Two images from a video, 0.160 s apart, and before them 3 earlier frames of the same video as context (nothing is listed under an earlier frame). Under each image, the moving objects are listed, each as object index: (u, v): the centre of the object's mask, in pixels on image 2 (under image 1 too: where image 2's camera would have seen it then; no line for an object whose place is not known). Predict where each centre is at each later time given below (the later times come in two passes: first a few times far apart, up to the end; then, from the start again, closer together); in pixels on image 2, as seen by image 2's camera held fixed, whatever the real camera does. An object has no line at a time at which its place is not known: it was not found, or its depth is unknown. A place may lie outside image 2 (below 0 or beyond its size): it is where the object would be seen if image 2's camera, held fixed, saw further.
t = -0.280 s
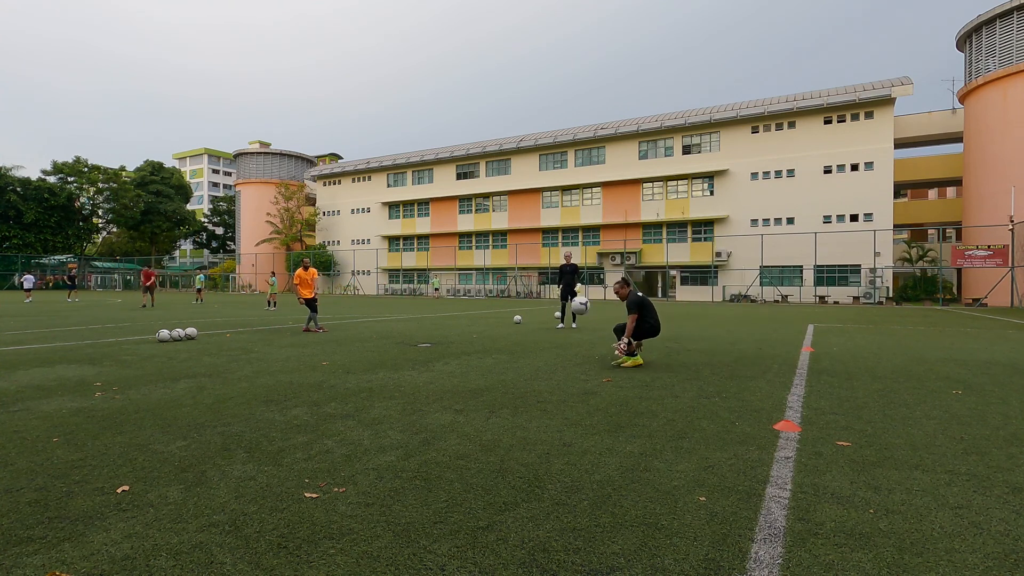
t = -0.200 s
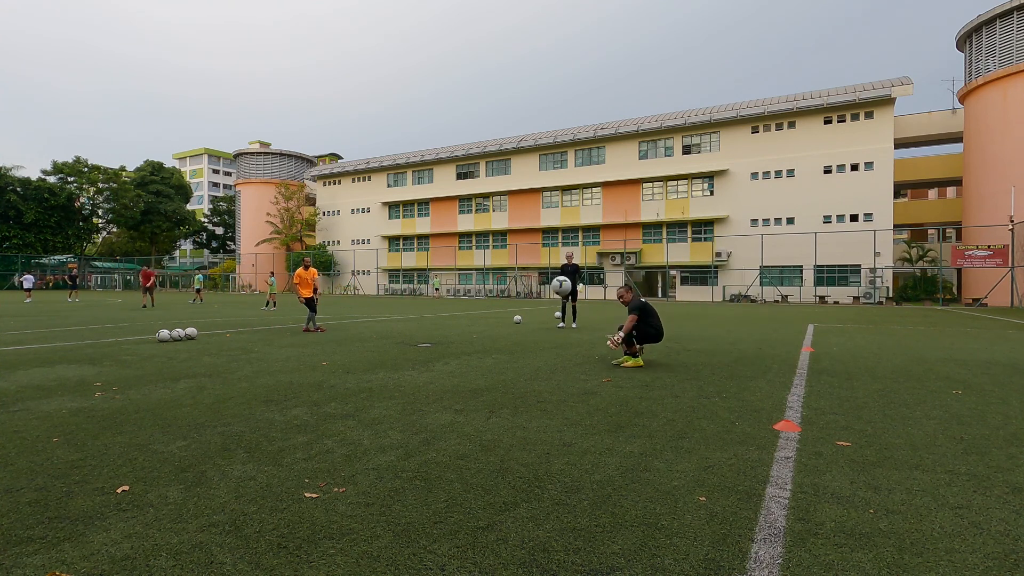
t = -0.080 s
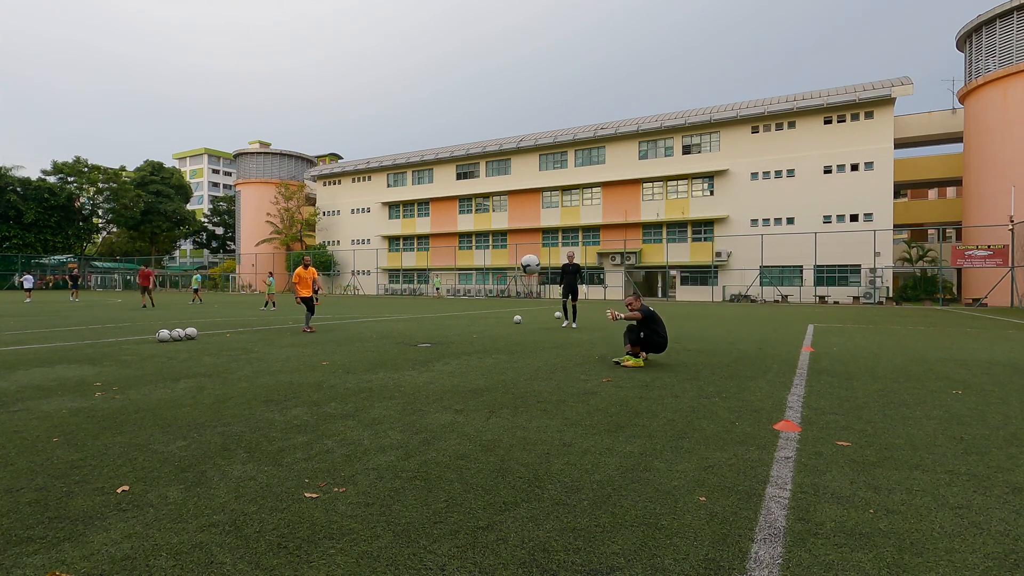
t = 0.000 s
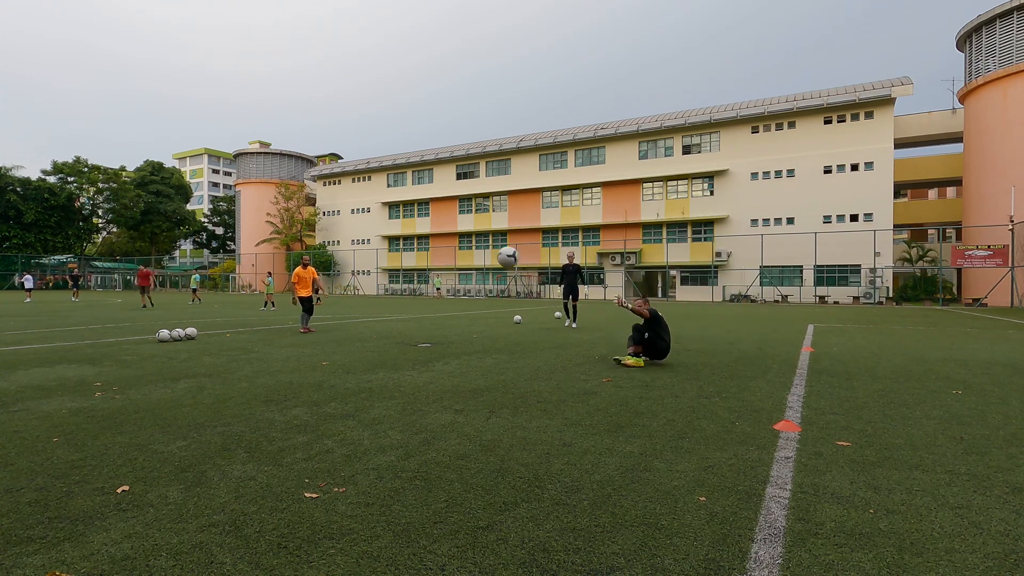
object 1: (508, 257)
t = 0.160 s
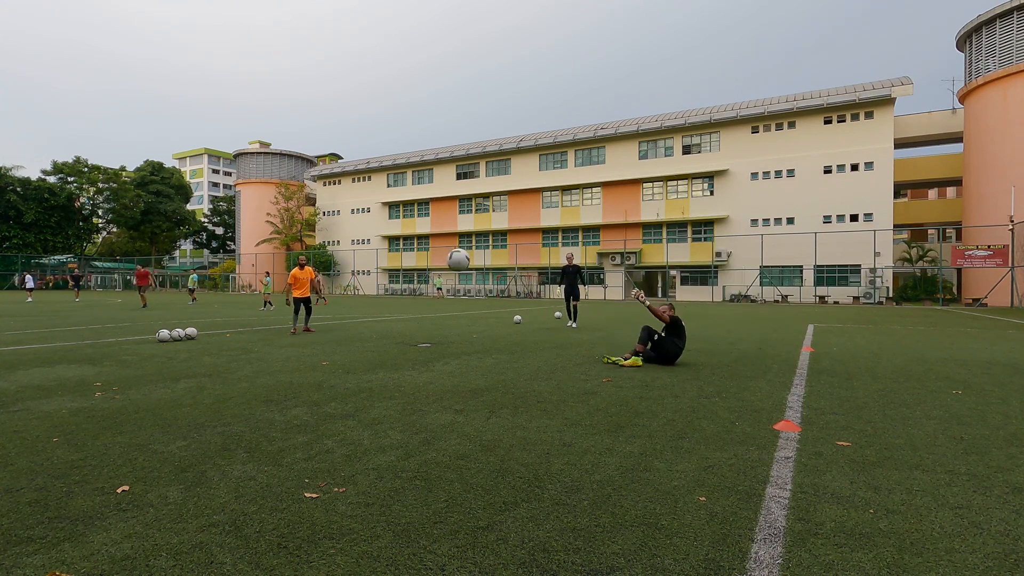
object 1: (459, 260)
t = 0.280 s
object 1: (416, 281)
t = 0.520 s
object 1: (315, 388)
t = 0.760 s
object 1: (182, 352)
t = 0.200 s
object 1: (445, 264)
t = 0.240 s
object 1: (430, 272)
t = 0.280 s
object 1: (416, 281)
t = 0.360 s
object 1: (385, 306)
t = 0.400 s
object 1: (368, 322)
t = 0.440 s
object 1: (351, 342)
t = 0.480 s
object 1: (333, 363)
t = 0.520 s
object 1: (315, 388)
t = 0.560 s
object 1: (295, 412)
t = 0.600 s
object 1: (274, 397)
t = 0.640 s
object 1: (254, 383)
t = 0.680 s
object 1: (231, 371)
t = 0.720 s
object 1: (207, 361)
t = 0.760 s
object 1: (182, 352)
